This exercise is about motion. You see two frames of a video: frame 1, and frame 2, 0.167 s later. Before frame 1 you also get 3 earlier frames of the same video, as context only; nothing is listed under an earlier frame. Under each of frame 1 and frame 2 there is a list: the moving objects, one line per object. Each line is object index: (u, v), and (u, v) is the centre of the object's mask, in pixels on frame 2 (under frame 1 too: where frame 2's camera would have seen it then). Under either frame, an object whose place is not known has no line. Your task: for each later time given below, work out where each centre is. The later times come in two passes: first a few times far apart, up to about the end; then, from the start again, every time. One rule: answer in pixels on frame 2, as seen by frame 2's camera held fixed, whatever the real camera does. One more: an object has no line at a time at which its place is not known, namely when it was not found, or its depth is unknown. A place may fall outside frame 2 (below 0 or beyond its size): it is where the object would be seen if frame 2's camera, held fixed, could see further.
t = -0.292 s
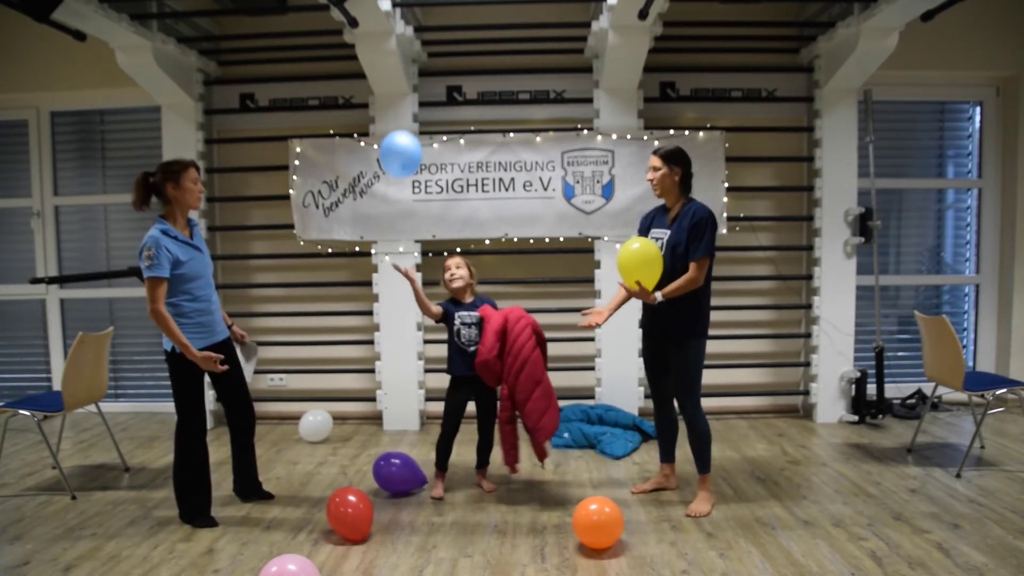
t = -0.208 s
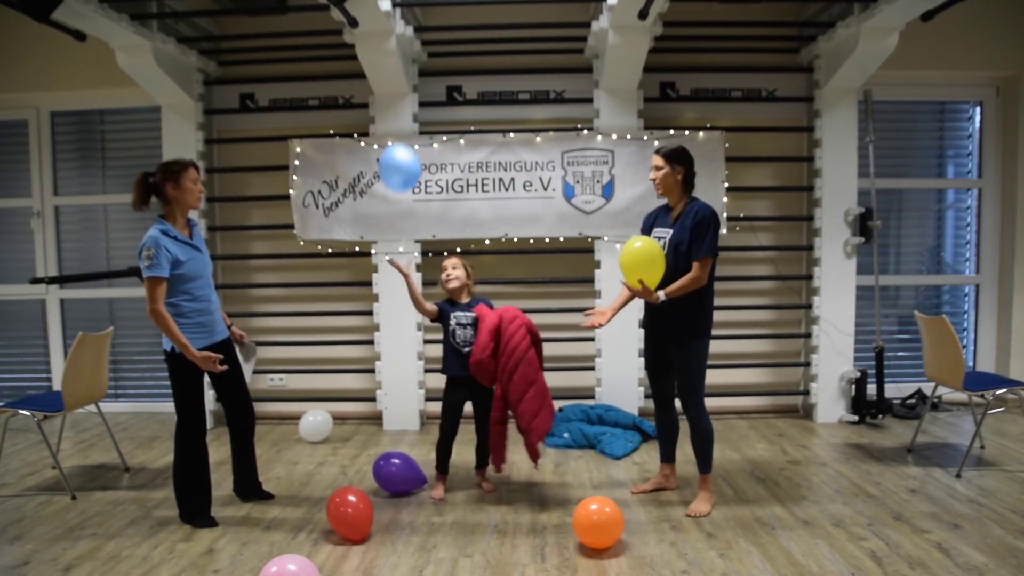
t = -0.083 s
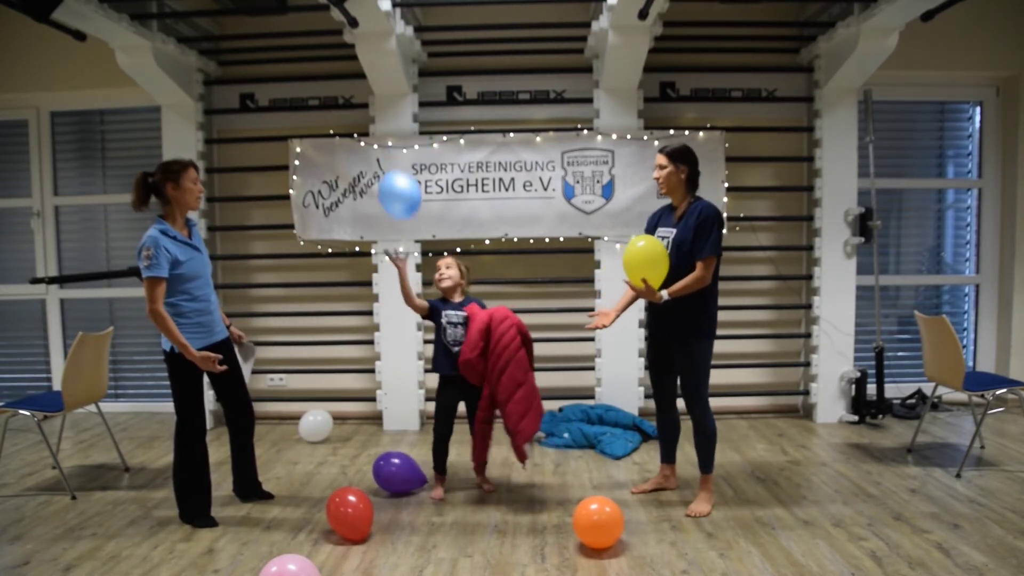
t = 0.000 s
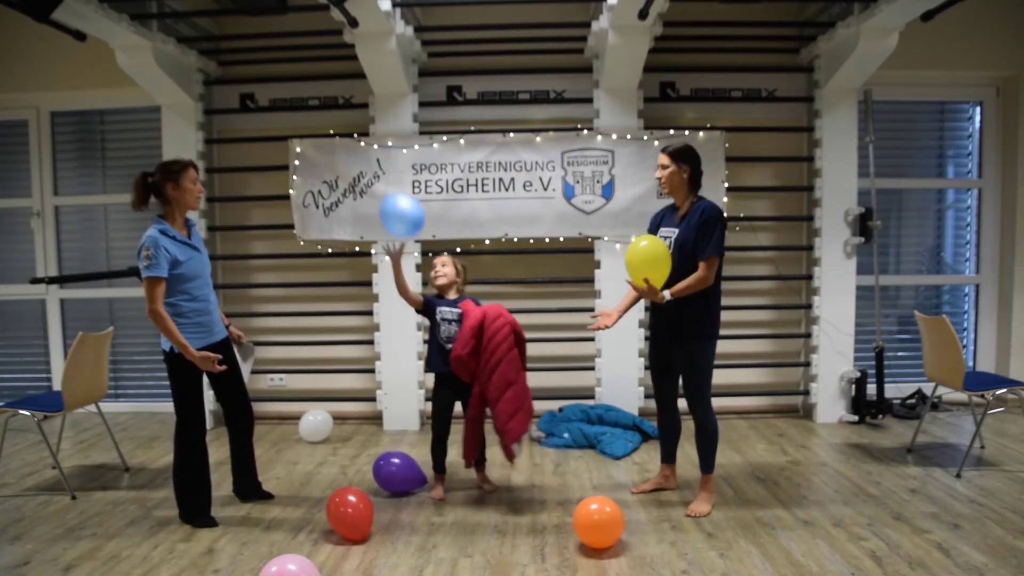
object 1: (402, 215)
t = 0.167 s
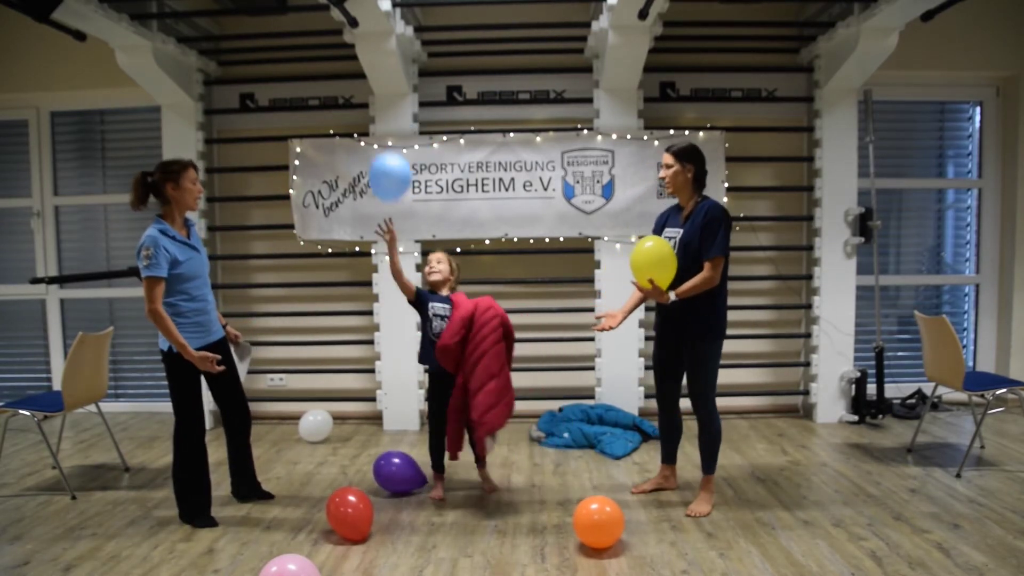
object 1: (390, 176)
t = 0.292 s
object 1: (380, 155)
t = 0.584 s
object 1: (359, 141)
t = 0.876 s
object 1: (345, 175)
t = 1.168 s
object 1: (341, 247)
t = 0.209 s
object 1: (386, 168)
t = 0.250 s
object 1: (383, 161)
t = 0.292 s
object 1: (380, 155)
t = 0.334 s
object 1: (376, 149)
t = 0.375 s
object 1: (372, 145)
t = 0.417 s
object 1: (370, 142)
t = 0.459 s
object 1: (366, 141)
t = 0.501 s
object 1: (364, 140)
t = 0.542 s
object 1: (361, 140)
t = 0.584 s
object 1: (359, 141)
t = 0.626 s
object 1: (356, 143)
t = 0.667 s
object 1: (353, 145)
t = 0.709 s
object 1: (352, 149)
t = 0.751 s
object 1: (349, 154)
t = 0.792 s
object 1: (347, 160)
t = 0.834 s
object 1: (346, 167)
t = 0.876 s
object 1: (345, 175)
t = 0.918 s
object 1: (344, 183)
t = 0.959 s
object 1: (343, 193)
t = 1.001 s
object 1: (343, 202)
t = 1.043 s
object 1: (342, 212)
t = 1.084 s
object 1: (341, 223)
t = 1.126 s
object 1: (341, 235)
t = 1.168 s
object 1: (341, 247)
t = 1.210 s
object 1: (341, 259)
